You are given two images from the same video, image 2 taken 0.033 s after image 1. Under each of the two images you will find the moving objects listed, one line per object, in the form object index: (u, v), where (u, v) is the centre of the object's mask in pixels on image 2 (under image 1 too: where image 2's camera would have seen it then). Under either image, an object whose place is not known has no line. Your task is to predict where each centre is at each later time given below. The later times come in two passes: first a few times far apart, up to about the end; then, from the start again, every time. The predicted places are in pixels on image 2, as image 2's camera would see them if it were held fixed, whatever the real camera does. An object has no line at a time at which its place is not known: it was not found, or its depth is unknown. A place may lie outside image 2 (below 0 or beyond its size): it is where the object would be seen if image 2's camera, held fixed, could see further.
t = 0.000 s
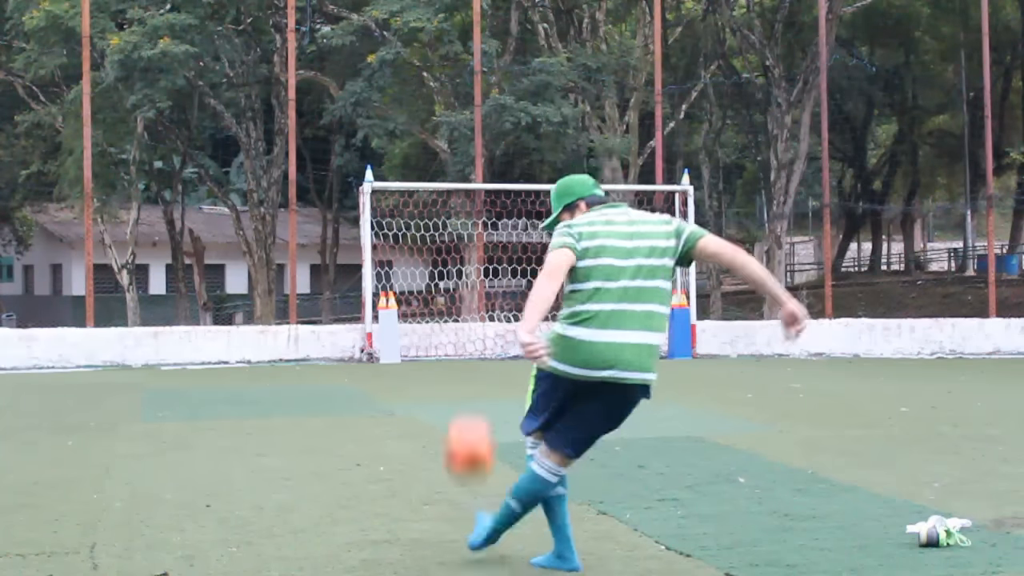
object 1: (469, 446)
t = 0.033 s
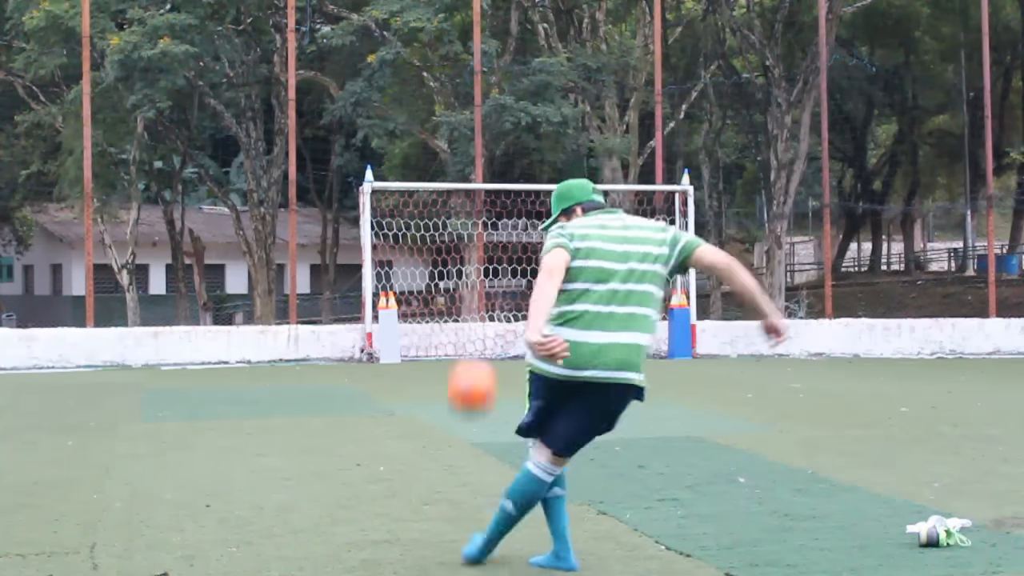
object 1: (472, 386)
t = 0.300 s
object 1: (492, 130)
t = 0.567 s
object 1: (507, 64)
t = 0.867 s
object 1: (524, 81)
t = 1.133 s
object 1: (537, 142)
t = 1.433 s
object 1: (548, 139)
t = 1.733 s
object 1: (559, 108)
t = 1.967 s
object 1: (571, 117)
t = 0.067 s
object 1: (474, 332)
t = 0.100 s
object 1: (477, 292)
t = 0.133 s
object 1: (479, 252)
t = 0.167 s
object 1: (481, 221)
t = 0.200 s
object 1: (484, 193)
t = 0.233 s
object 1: (487, 166)
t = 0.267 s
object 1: (490, 147)
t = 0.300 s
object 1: (492, 130)
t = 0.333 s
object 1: (495, 115)
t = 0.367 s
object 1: (496, 101)
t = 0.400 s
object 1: (498, 92)
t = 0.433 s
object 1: (500, 83)
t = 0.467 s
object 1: (502, 76)
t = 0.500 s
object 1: (504, 70)
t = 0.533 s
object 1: (506, 67)
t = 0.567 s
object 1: (507, 64)
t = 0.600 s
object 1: (510, 62)
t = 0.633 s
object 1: (511, 62)
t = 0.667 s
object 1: (513, 62)
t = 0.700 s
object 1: (514, 63)
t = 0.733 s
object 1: (516, 65)
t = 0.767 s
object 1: (518, 68)
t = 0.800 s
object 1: (520, 72)
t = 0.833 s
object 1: (522, 76)
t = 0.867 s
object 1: (524, 81)
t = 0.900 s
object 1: (525, 87)
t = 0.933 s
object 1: (527, 93)
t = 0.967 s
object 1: (529, 100)
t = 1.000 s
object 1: (530, 107)
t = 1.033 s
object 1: (532, 116)
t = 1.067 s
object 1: (534, 124)
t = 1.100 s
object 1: (535, 132)
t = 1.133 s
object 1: (537, 142)
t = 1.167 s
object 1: (539, 151)
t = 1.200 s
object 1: (540, 161)
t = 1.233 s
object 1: (542, 171)
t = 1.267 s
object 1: (544, 177)
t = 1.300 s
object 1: (544, 169)
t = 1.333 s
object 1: (546, 160)
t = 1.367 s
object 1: (546, 153)
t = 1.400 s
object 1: (547, 145)
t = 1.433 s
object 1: (548, 139)
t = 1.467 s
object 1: (548, 133)
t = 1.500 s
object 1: (549, 128)
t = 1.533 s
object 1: (550, 124)
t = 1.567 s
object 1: (551, 120)
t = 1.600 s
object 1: (552, 116)
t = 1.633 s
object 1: (553, 113)
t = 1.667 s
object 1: (555, 111)
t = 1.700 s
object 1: (557, 109)
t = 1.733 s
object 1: (559, 108)
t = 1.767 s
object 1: (560, 107)
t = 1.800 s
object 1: (562, 107)
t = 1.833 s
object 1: (564, 107)
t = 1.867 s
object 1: (566, 109)
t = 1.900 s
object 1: (568, 112)
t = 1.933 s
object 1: (570, 115)
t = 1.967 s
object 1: (571, 117)
